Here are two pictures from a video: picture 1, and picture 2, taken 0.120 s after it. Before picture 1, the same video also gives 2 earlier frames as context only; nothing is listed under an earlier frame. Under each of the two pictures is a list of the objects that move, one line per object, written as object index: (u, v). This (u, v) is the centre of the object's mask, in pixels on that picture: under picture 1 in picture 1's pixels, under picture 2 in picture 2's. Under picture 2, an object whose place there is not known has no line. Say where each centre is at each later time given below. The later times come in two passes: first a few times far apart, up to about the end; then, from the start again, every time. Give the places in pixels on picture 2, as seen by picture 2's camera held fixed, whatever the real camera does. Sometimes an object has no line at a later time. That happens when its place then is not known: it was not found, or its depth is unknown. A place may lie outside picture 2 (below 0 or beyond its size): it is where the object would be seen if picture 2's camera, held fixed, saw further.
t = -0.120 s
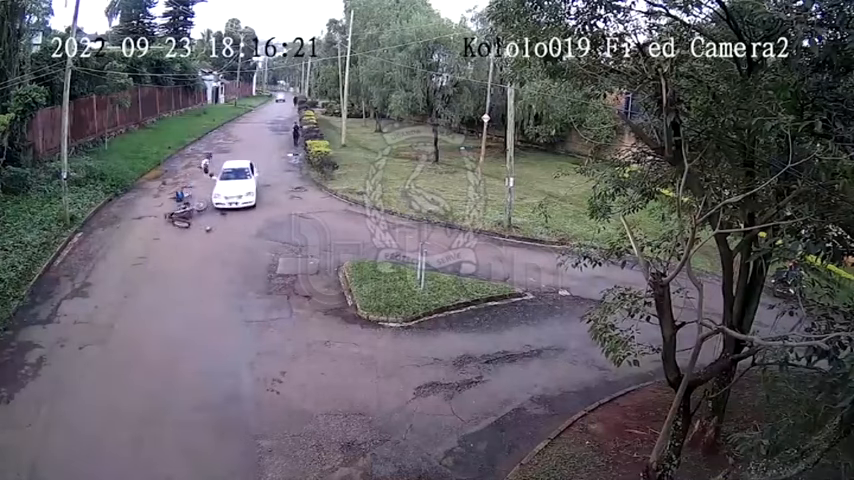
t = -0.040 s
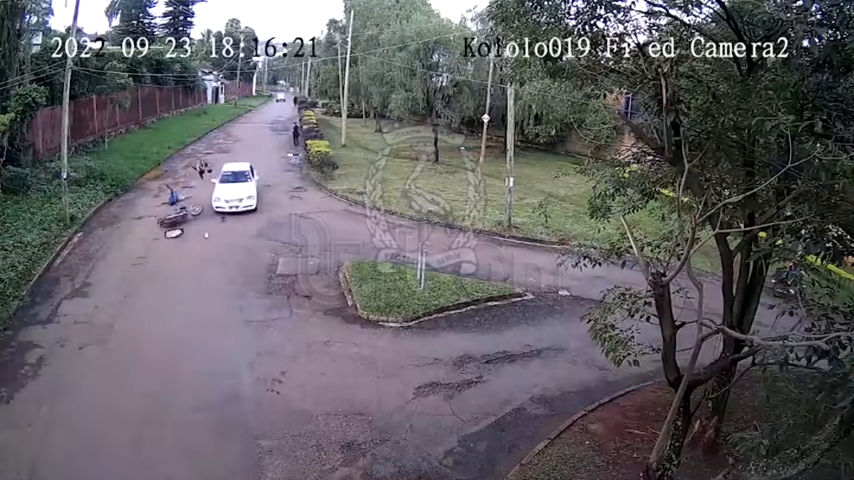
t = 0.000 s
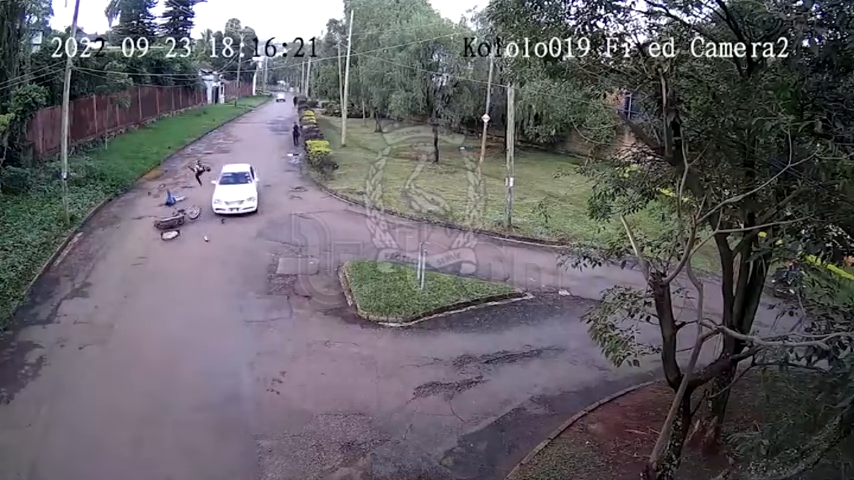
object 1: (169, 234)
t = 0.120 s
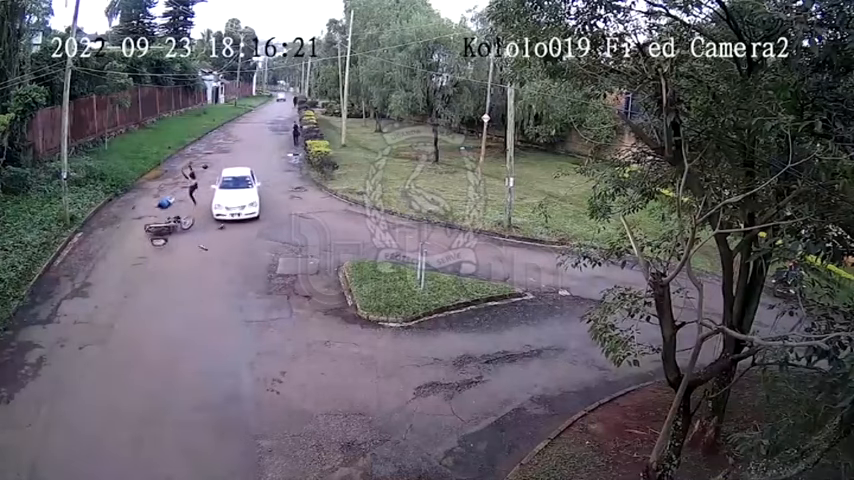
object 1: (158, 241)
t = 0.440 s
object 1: (131, 277)
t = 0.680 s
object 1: (111, 299)
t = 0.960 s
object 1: (90, 324)
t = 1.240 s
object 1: (72, 345)
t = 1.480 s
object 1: (61, 359)
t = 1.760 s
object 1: (54, 370)
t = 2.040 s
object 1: (53, 374)
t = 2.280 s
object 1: (53, 374)
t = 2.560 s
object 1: (53, 374)
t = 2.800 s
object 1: (53, 374)
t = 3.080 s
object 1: (53, 374)
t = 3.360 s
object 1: (53, 374)
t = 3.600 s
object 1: (52, 374)
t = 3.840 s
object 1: (53, 374)
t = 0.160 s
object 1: (155, 245)
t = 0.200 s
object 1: (151, 249)
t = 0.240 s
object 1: (148, 253)
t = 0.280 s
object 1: (144, 258)
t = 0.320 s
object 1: (140, 263)
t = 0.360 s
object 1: (137, 271)
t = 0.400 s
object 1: (134, 274)
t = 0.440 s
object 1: (131, 277)
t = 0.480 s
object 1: (127, 280)
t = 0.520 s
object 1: (124, 283)
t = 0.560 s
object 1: (121, 287)
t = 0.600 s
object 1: (118, 290)
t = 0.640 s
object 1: (115, 295)
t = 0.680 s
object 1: (111, 299)
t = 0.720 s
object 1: (108, 303)
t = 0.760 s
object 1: (105, 306)
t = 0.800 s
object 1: (102, 309)
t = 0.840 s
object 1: (100, 313)
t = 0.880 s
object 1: (97, 316)
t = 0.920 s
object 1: (93, 320)
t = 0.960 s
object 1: (90, 324)
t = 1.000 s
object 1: (87, 326)
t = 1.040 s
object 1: (85, 329)
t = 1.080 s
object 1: (82, 332)
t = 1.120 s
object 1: (79, 336)
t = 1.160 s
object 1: (77, 339)
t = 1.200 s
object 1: (75, 342)
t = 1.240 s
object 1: (72, 345)
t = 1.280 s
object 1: (70, 347)
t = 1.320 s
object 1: (68, 350)
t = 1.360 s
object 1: (66, 353)
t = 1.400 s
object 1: (65, 355)
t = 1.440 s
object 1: (63, 357)
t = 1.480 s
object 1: (61, 359)
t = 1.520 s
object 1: (60, 361)
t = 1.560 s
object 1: (59, 363)
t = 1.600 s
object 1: (58, 365)
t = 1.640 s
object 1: (56, 367)
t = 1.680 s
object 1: (55, 368)
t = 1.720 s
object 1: (55, 369)
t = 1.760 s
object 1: (54, 370)
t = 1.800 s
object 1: (53, 371)
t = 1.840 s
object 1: (53, 372)
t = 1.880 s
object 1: (53, 373)
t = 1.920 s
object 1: (53, 373)
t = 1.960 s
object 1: (53, 374)
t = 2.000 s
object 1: (53, 374)
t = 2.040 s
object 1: (53, 374)
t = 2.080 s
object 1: (53, 374)
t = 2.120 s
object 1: (53, 374)
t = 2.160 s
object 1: (53, 374)
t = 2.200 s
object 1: (53, 374)
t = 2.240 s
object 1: (53, 374)
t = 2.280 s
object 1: (53, 374)
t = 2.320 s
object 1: (53, 374)
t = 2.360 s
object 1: (53, 374)
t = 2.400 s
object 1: (53, 374)
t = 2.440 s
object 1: (53, 374)
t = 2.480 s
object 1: (53, 374)
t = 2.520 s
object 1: (53, 374)
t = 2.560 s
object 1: (53, 374)
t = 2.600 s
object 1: (53, 374)
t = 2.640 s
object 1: (53, 374)
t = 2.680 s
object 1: (53, 374)
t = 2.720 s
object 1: (53, 374)
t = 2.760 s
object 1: (53, 374)
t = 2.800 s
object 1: (53, 374)
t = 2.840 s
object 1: (53, 374)
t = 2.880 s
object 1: (53, 374)
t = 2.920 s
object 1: (53, 374)
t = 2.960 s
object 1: (53, 374)
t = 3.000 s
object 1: (52, 374)
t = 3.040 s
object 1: (53, 374)
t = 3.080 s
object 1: (53, 374)
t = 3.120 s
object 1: (53, 374)
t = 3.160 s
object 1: (53, 374)
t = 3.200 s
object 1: (53, 374)
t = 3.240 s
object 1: (53, 374)
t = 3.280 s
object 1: (53, 374)
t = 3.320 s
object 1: (53, 374)
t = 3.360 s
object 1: (53, 374)
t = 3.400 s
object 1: (53, 374)
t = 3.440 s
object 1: (53, 374)
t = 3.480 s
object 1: (53, 374)
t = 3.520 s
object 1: (53, 374)
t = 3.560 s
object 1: (53, 374)
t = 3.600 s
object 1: (52, 374)
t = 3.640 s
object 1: (53, 374)
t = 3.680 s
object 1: (53, 374)
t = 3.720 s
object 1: (53, 374)
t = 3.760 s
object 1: (53, 374)
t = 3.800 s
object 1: (53, 374)
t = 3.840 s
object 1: (53, 374)
